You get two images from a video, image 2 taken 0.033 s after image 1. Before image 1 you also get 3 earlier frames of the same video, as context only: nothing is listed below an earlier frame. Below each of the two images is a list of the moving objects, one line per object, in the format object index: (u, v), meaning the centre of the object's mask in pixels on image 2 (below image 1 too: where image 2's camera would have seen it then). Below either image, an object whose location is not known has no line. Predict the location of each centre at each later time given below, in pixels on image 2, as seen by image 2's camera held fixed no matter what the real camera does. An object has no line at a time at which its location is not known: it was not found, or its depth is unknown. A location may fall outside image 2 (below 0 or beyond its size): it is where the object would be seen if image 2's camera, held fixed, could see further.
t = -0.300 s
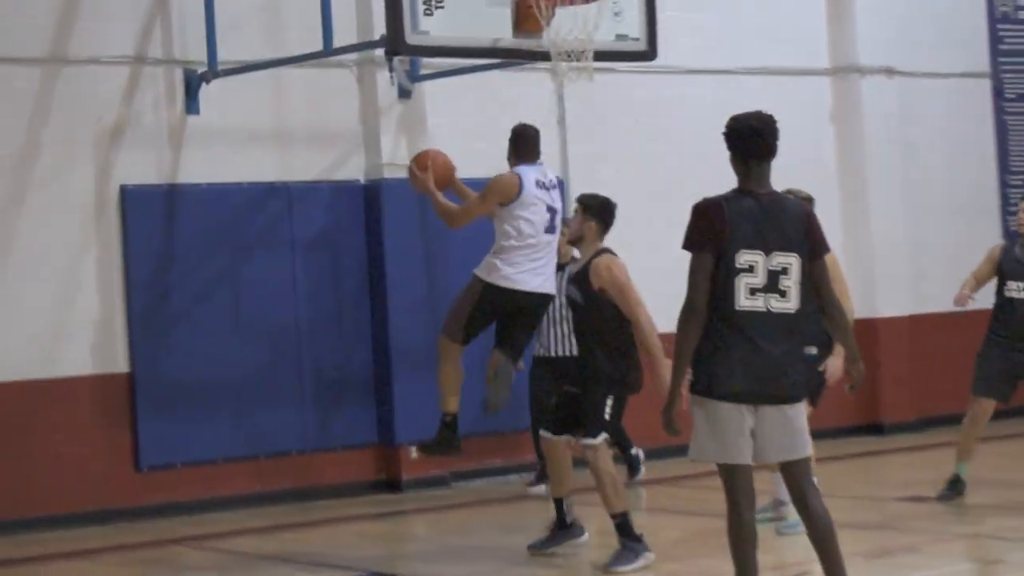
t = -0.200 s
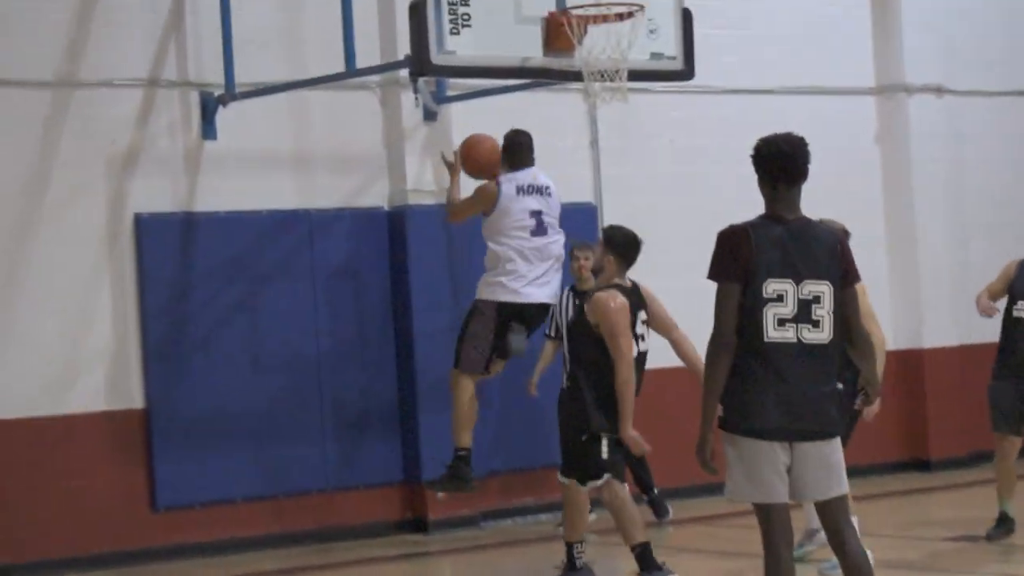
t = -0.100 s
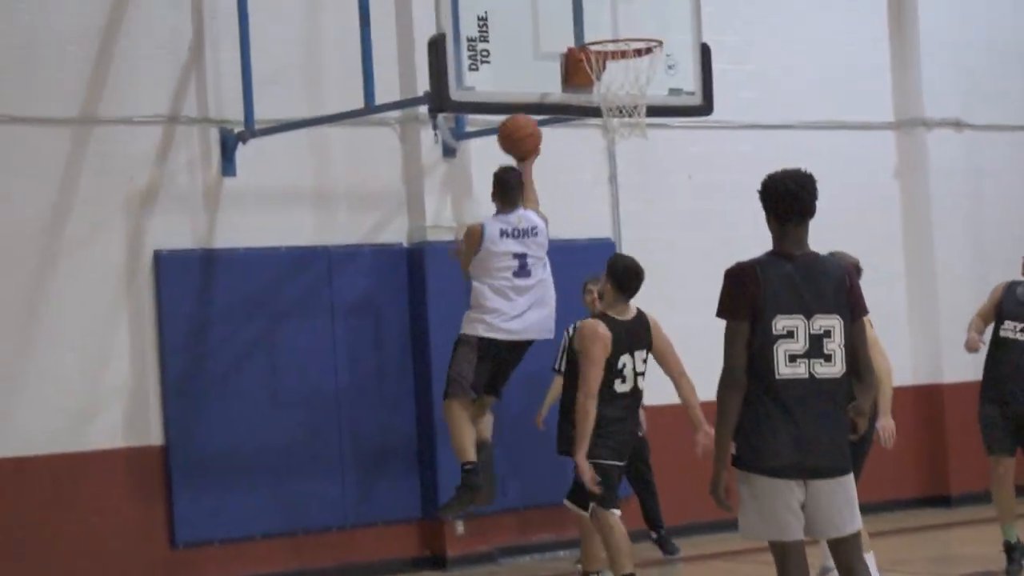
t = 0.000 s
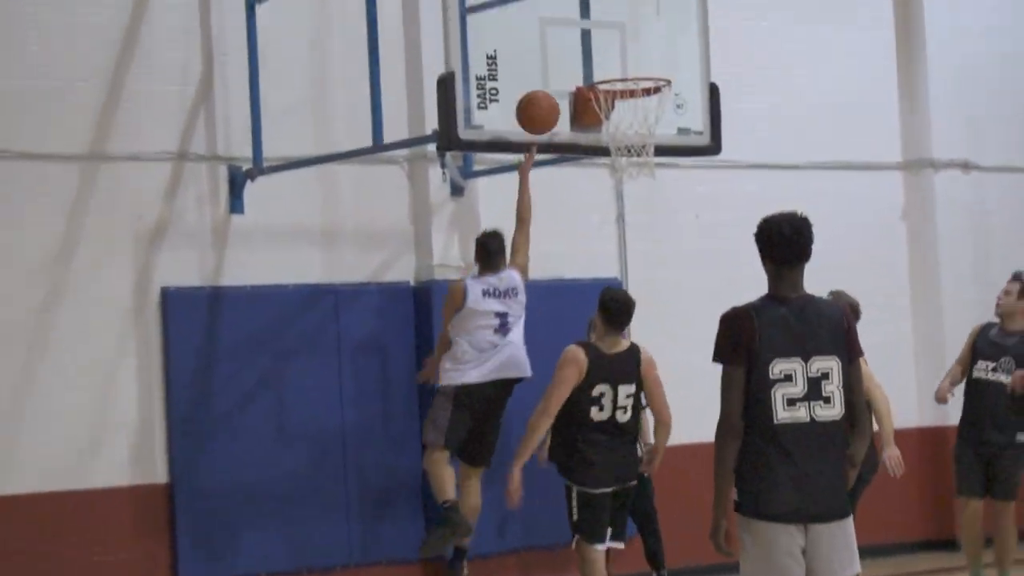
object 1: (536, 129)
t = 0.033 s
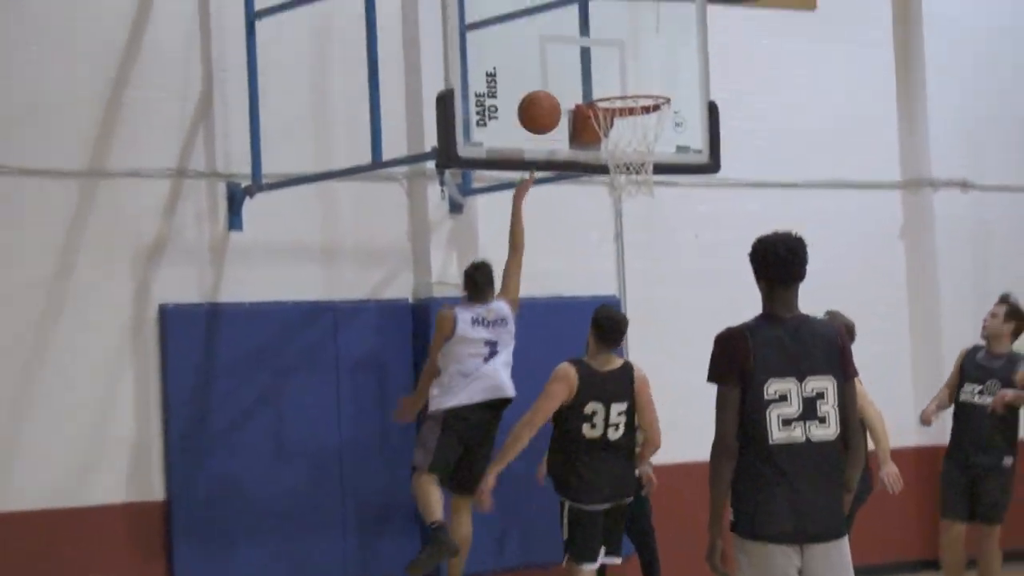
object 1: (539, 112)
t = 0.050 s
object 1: (541, 104)
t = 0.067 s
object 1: (542, 96)
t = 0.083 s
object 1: (544, 89)
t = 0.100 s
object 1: (546, 82)
